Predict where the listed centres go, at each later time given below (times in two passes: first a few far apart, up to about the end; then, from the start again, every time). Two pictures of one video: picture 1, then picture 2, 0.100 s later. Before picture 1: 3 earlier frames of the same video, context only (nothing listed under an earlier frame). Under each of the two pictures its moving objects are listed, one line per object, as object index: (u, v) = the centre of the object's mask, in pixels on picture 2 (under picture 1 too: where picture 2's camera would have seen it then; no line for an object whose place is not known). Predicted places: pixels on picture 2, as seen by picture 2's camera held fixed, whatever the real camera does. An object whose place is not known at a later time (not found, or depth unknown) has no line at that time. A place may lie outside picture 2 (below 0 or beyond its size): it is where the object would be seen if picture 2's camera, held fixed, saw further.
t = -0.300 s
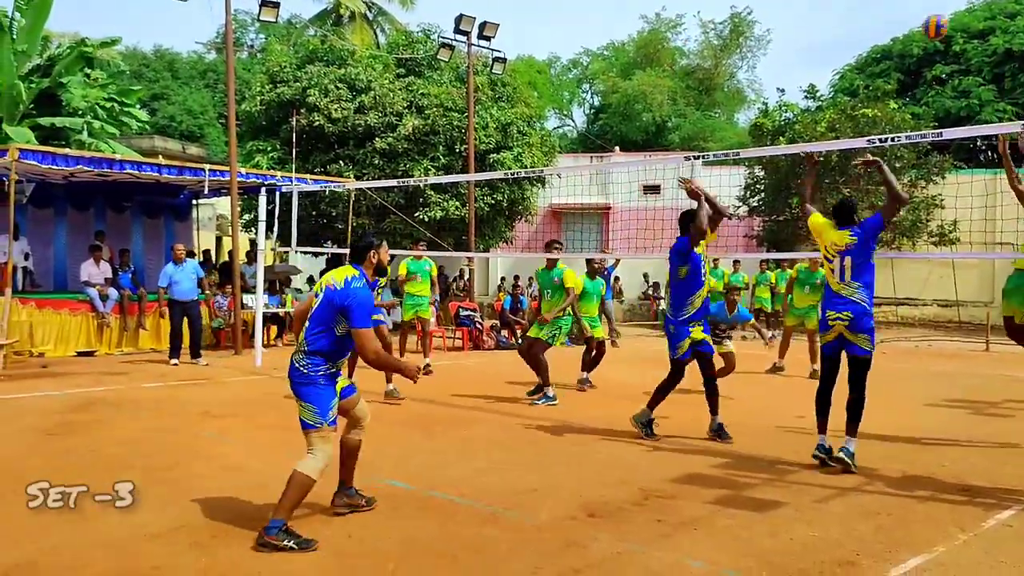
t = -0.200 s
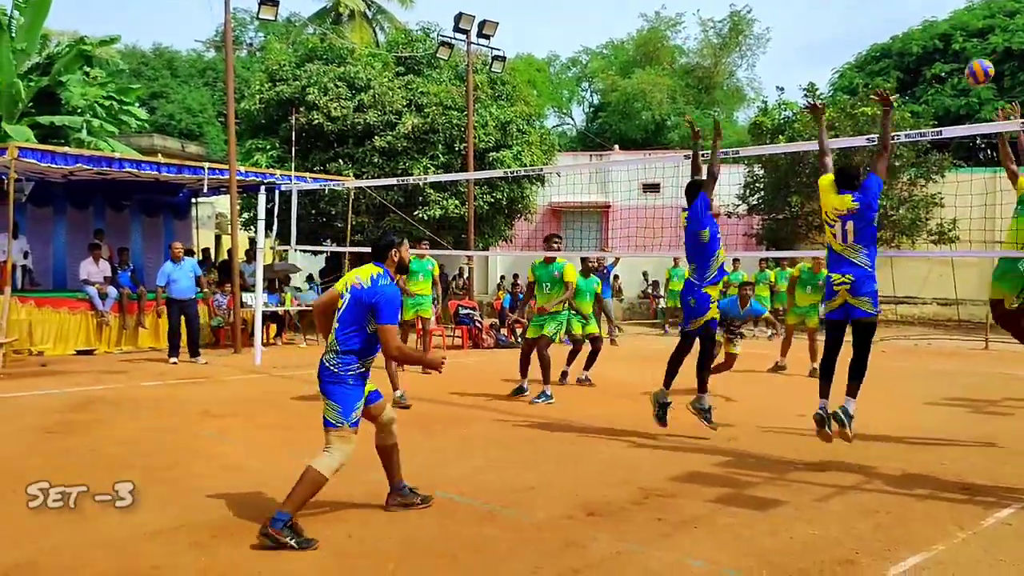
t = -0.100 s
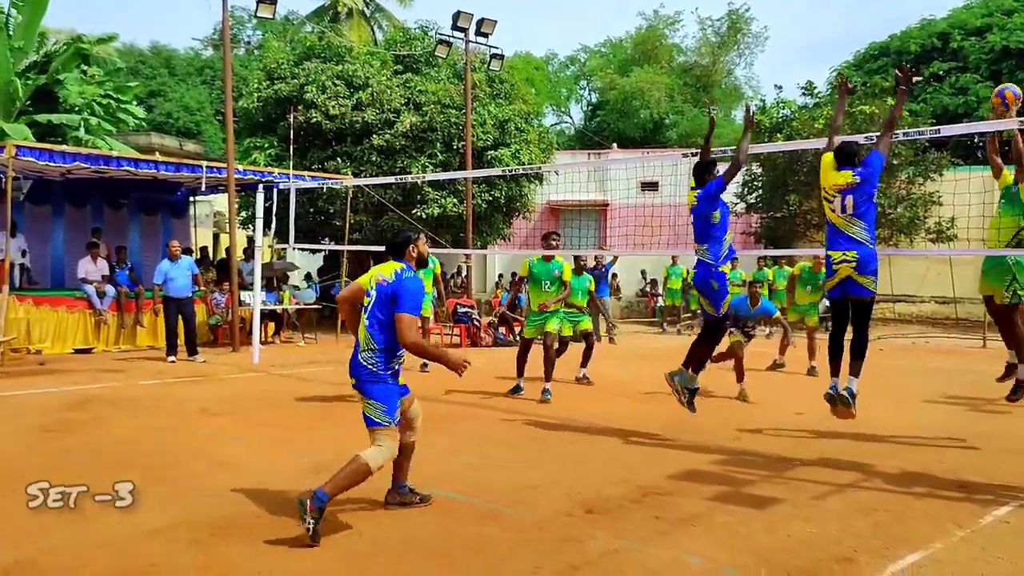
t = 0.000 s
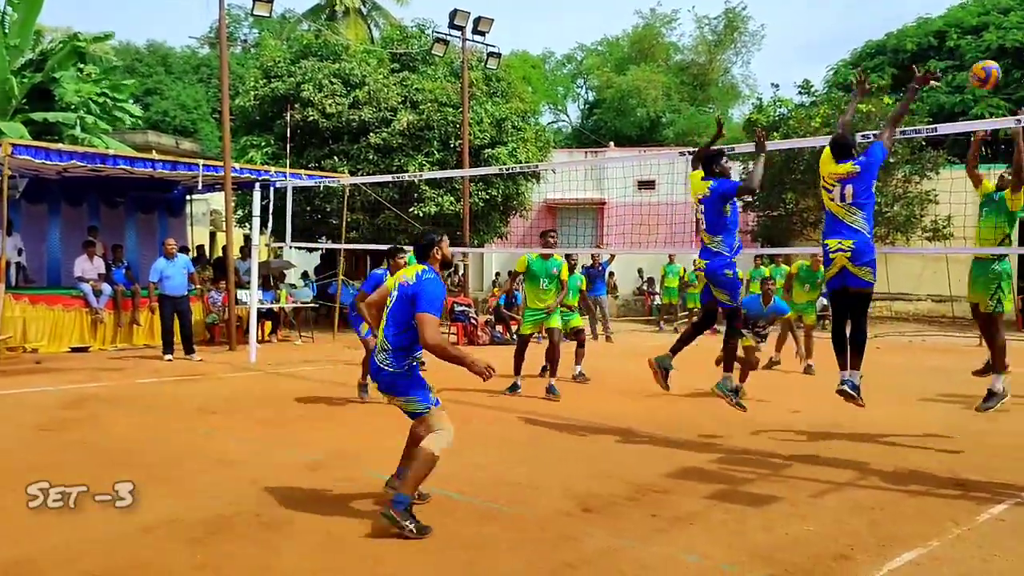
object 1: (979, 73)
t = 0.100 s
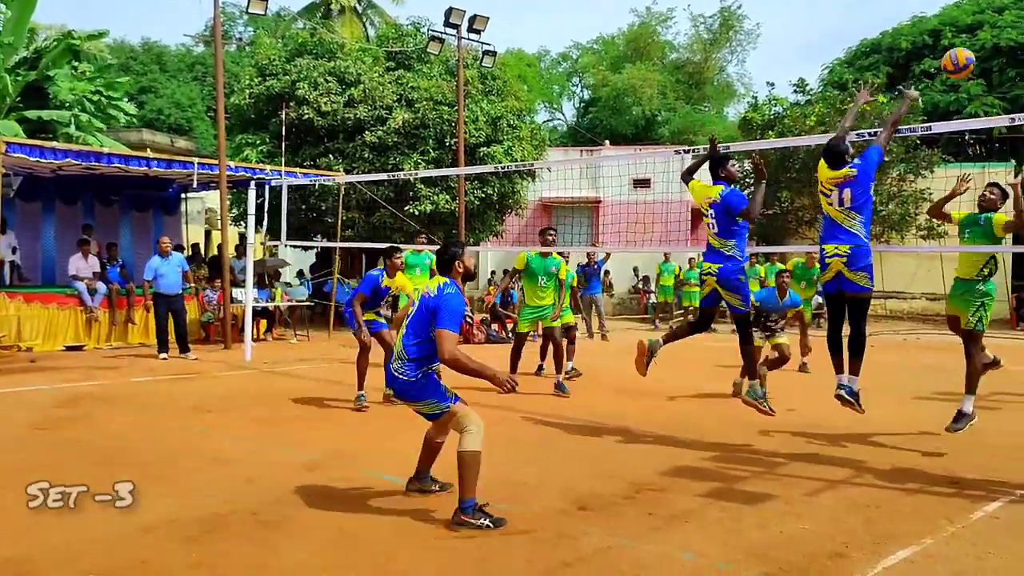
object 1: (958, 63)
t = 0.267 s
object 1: (917, 79)
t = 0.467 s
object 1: (853, 170)
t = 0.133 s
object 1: (951, 63)
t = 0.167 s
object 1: (943, 64)
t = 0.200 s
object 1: (935, 67)
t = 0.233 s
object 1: (926, 72)
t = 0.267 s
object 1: (917, 79)
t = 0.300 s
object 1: (908, 88)
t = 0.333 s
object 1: (898, 100)
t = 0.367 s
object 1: (889, 114)
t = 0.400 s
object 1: (877, 130)
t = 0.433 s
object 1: (867, 150)
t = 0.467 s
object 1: (853, 170)
